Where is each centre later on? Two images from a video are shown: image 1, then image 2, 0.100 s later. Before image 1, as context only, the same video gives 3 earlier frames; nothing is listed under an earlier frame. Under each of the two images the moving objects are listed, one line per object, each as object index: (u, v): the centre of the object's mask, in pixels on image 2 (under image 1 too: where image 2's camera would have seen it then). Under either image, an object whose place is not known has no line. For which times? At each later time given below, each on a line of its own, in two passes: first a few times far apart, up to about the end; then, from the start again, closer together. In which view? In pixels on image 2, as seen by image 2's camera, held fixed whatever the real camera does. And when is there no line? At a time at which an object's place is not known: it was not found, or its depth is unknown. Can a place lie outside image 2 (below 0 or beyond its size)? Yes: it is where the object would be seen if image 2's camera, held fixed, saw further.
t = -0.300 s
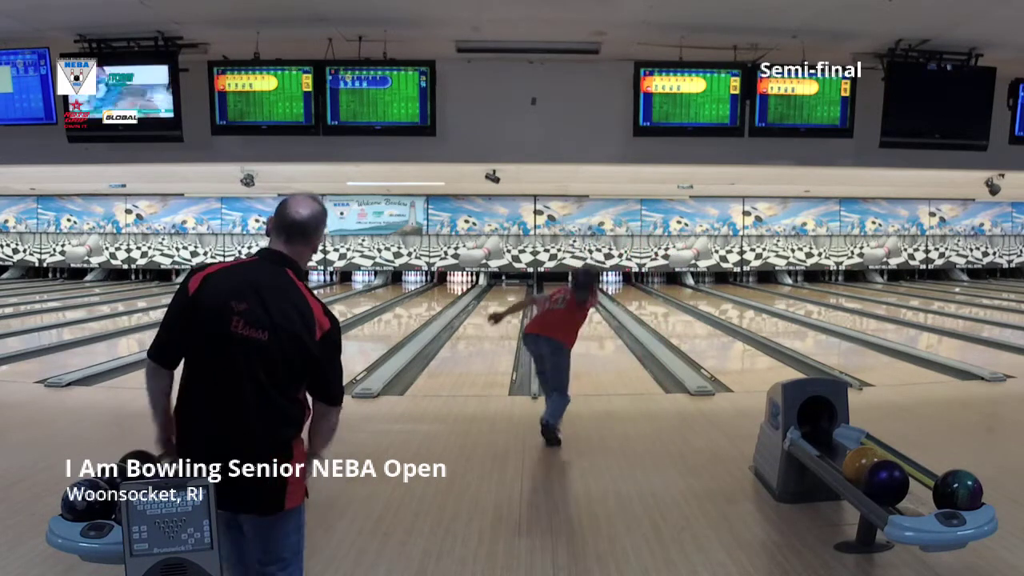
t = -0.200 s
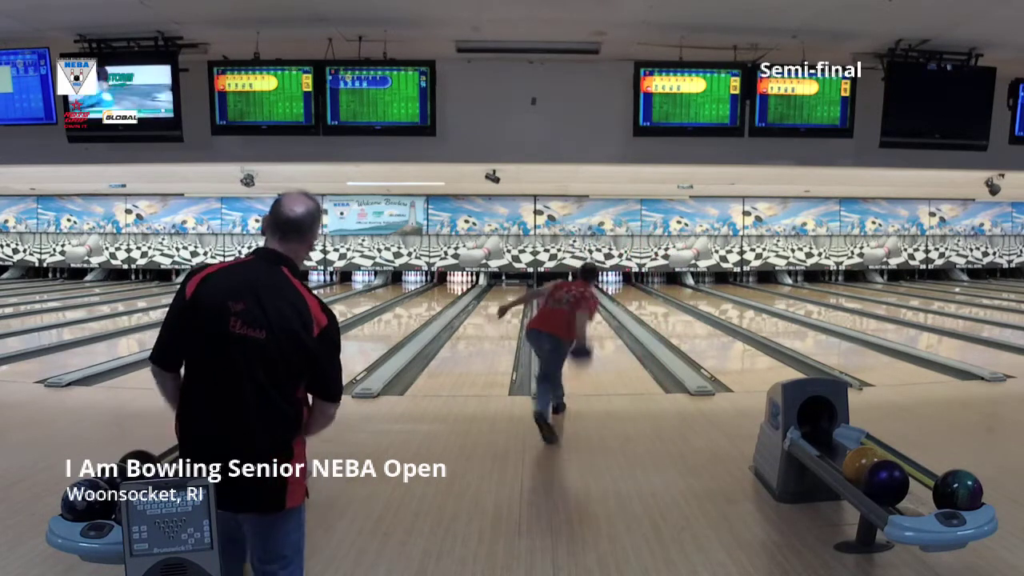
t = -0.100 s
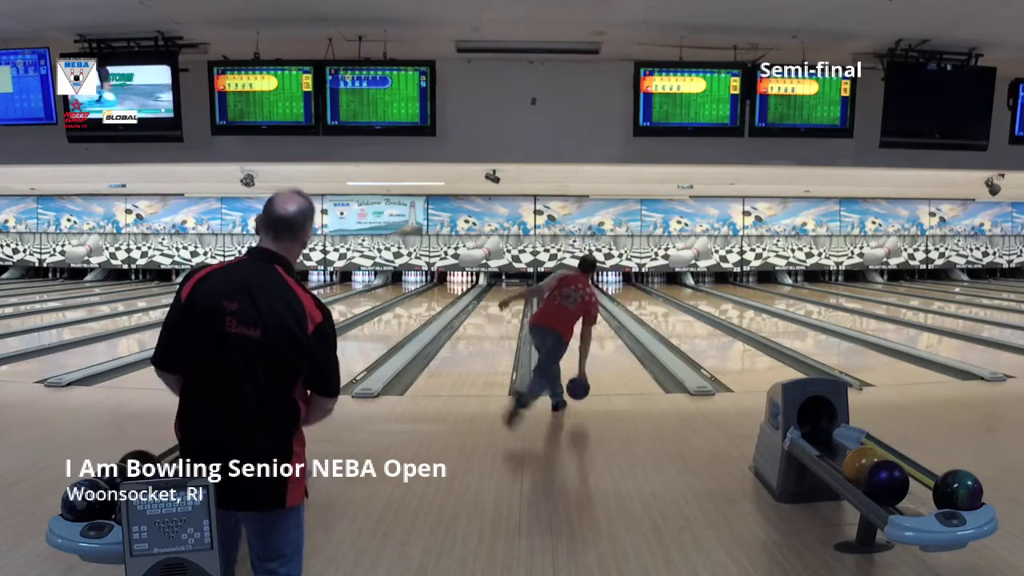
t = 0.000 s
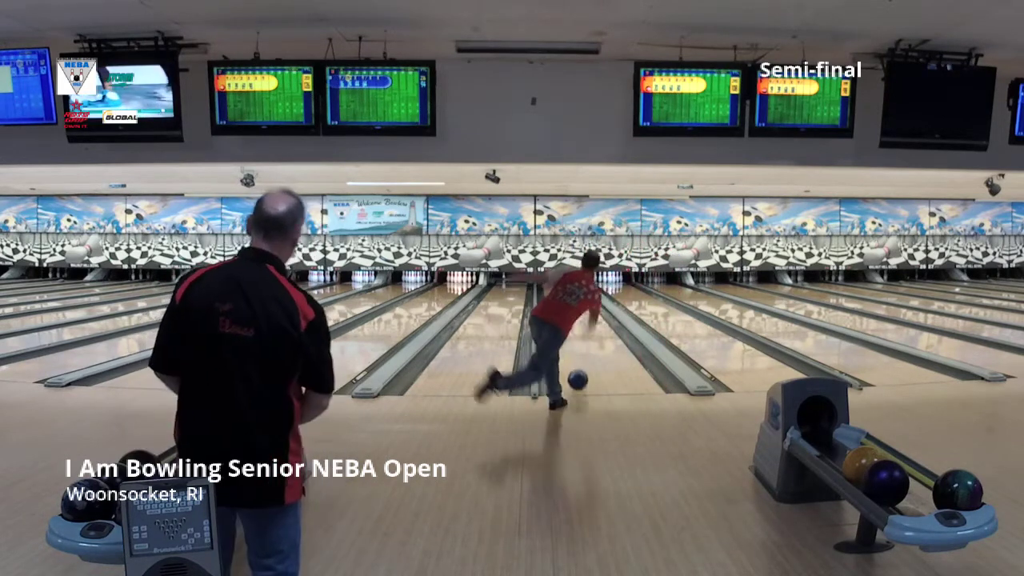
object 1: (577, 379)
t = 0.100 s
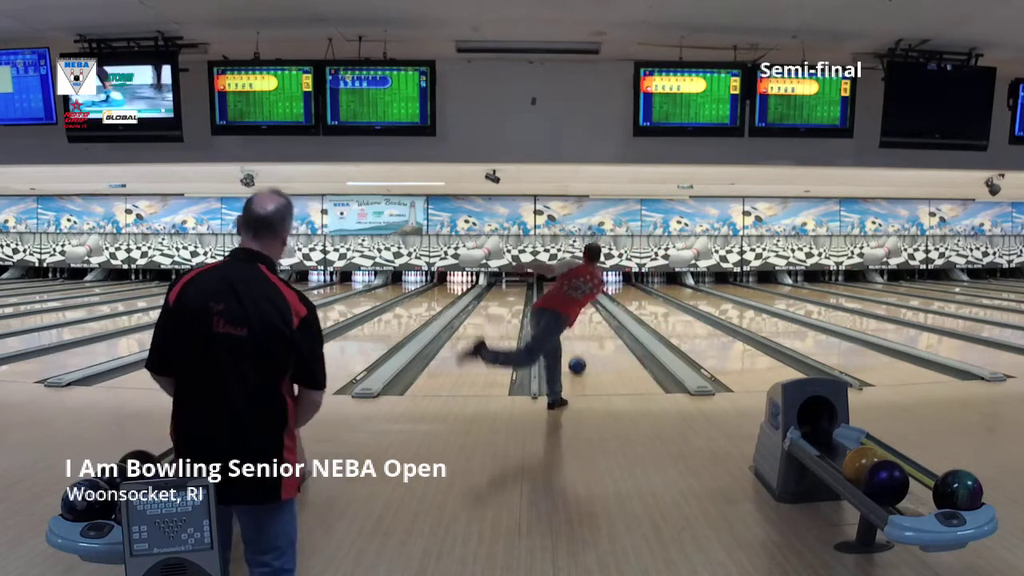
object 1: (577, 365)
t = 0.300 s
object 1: (576, 341)
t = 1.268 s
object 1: (573, 289)
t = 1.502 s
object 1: (572, 286)
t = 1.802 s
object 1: (571, 283)
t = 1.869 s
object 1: (571, 280)
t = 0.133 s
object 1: (577, 361)
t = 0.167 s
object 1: (576, 356)
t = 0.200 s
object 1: (576, 352)
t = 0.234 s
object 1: (576, 348)
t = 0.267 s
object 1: (576, 344)
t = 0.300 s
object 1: (576, 341)
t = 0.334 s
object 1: (576, 338)
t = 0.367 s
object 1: (576, 335)
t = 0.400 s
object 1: (576, 332)
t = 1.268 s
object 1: (573, 289)
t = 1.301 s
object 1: (573, 290)
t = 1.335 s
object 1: (573, 289)
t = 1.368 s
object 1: (573, 288)
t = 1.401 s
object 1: (573, 288)
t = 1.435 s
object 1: (573, 287)
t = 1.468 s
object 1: (572, 286)
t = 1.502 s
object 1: (572, 286)
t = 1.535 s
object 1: (572, 286)
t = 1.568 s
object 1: (572, 286)
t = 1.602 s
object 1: (572, 286)
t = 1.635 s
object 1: (572, 285)
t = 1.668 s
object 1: (571, 284)
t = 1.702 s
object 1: (571, 283)
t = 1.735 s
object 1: (571, 283)
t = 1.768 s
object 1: (571, 283)
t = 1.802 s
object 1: (571, 283)
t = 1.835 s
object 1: (570, 281)
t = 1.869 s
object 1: (571, 280)
